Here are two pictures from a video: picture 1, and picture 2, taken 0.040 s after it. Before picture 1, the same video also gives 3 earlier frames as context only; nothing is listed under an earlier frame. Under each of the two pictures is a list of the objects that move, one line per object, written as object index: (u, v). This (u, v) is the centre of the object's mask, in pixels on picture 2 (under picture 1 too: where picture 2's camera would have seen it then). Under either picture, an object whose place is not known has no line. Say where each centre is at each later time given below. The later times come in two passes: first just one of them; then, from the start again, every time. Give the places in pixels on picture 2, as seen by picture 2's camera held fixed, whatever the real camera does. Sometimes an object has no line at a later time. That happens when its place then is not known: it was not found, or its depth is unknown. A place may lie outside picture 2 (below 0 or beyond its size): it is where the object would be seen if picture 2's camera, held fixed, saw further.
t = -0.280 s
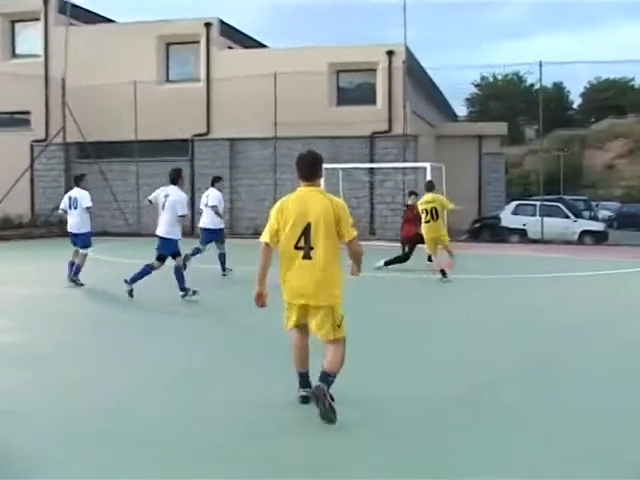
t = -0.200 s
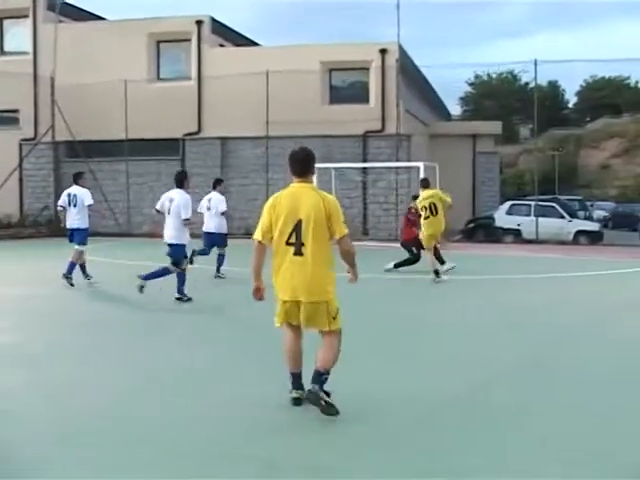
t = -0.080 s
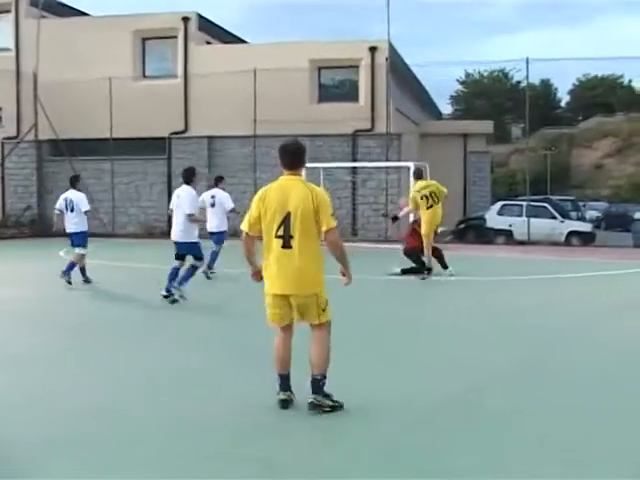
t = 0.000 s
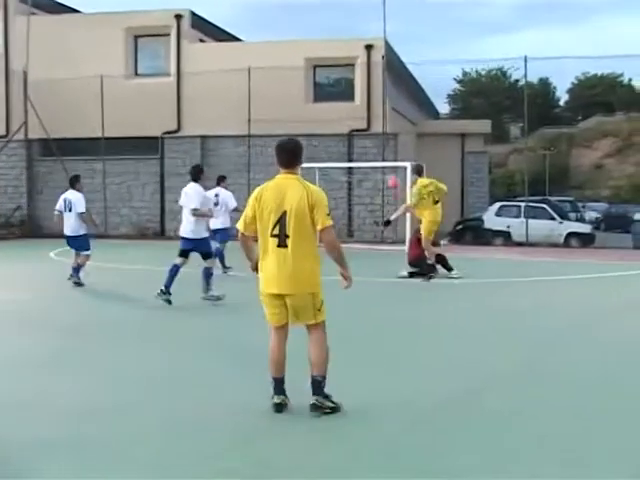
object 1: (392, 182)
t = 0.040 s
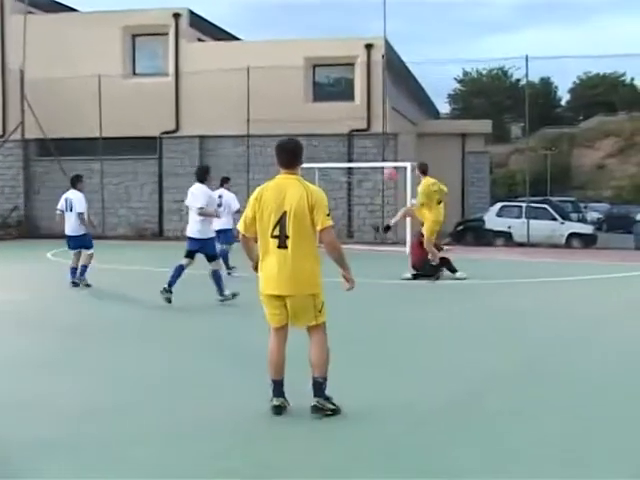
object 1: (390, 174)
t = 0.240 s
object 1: (368, 140)
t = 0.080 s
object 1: (385, 164)
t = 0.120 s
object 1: (381, 156)
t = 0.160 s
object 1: (376, 151)
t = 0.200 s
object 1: (373, 144)
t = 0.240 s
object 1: (368, 140)
